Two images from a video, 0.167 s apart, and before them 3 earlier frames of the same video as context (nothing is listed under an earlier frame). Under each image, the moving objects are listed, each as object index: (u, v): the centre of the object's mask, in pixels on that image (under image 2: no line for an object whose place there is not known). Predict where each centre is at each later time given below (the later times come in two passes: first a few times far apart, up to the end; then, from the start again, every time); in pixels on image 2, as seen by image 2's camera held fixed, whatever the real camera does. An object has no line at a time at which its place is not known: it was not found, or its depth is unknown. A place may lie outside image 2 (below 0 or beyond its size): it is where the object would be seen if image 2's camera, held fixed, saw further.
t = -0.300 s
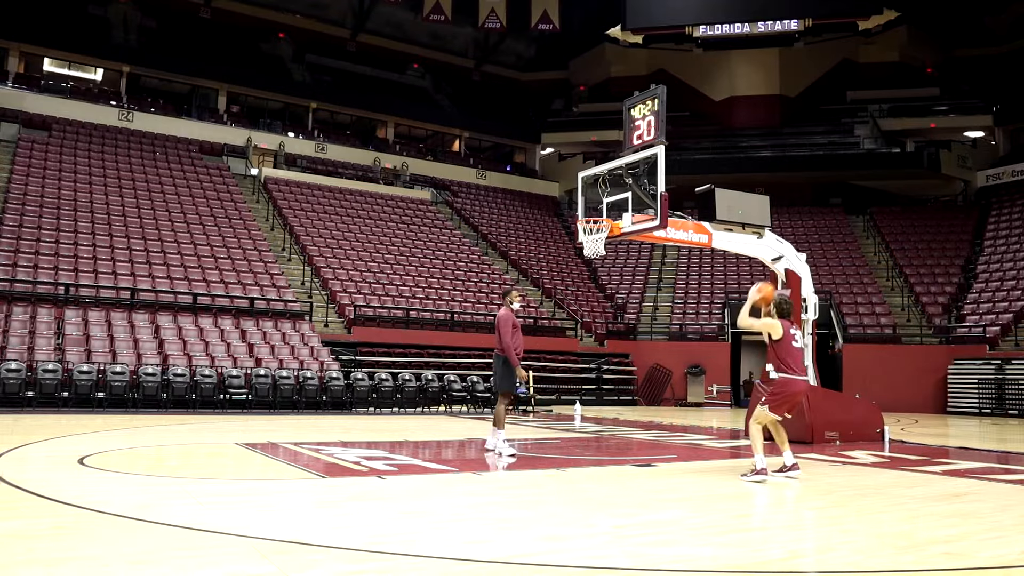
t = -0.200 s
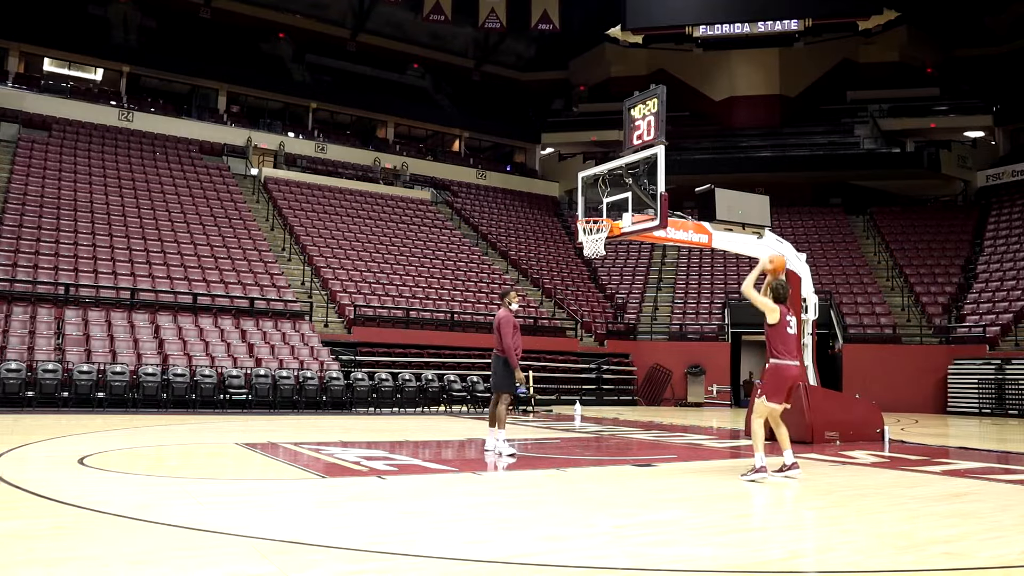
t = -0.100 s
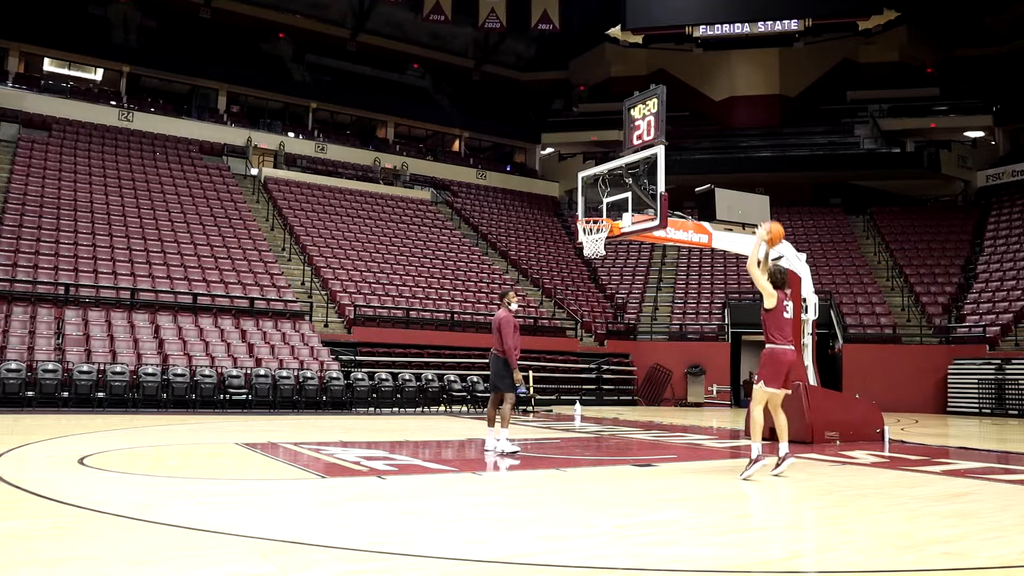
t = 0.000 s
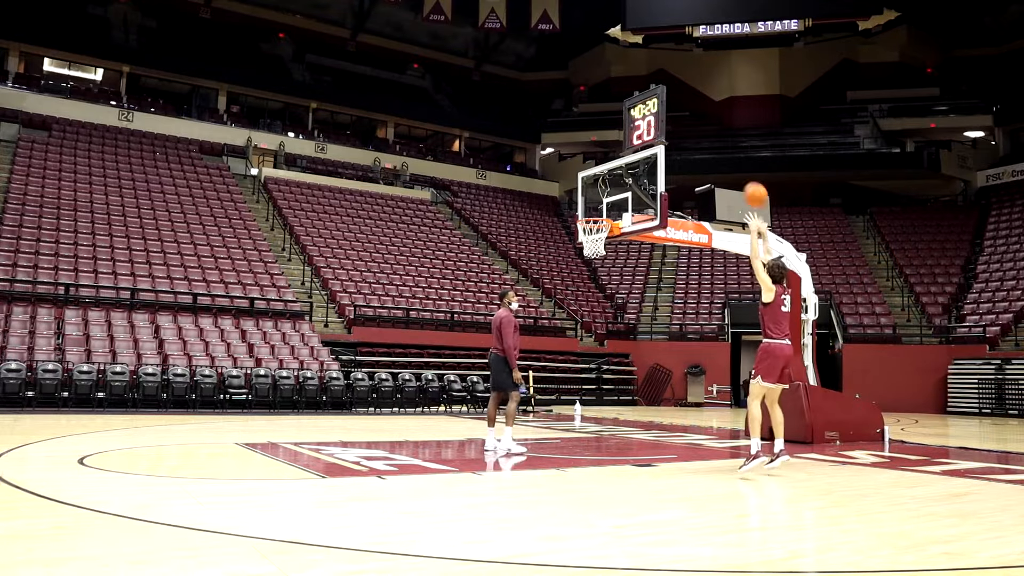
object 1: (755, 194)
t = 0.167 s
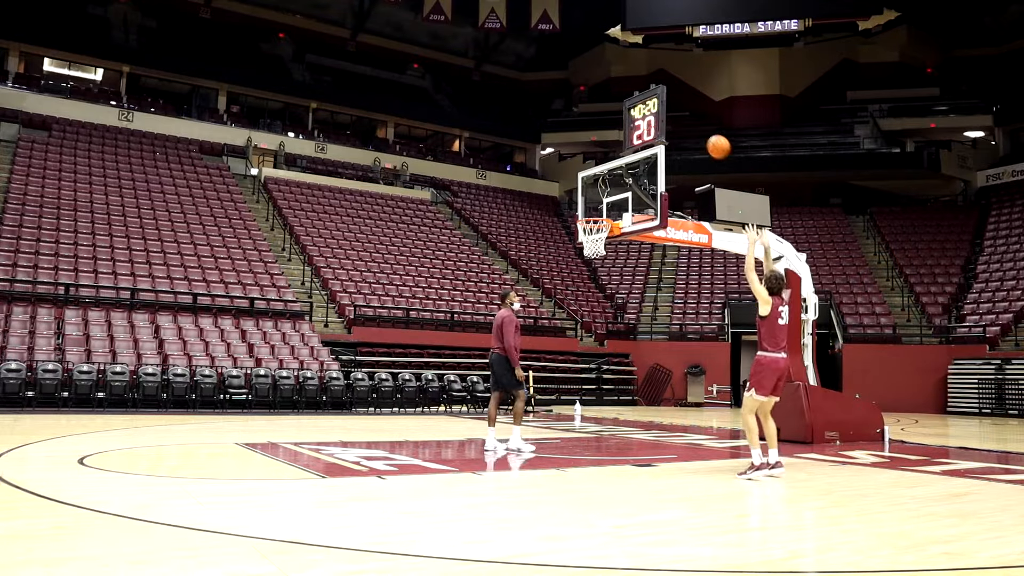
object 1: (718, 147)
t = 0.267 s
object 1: (698, 131)
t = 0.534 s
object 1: (651, 132)
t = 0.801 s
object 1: (610, 181)
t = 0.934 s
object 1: (591, 216)
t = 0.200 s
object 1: (712, 141)
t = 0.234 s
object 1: (705, 135)
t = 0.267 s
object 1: (698, 131)
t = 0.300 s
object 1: (692, 128)
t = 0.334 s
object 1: (686, 126)
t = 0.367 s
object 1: (679, 125)
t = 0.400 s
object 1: (674, 124)
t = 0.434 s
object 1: (668, 125)
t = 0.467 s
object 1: (663, 126)
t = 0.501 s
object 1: (657, 128)
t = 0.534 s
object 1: (651, 132)
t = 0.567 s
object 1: (646, 135)
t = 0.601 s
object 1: (640, 140)
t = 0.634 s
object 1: (635, 145)
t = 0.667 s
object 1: (630, 150)
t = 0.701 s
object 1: (625, 157)
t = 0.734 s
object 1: (620, 165)
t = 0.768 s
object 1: (615, 174)
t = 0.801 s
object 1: (610, 181)
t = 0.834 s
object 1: (605, 191)
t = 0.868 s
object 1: (600, 201)
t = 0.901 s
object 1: (595, 210)
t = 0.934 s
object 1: (591, 216)
